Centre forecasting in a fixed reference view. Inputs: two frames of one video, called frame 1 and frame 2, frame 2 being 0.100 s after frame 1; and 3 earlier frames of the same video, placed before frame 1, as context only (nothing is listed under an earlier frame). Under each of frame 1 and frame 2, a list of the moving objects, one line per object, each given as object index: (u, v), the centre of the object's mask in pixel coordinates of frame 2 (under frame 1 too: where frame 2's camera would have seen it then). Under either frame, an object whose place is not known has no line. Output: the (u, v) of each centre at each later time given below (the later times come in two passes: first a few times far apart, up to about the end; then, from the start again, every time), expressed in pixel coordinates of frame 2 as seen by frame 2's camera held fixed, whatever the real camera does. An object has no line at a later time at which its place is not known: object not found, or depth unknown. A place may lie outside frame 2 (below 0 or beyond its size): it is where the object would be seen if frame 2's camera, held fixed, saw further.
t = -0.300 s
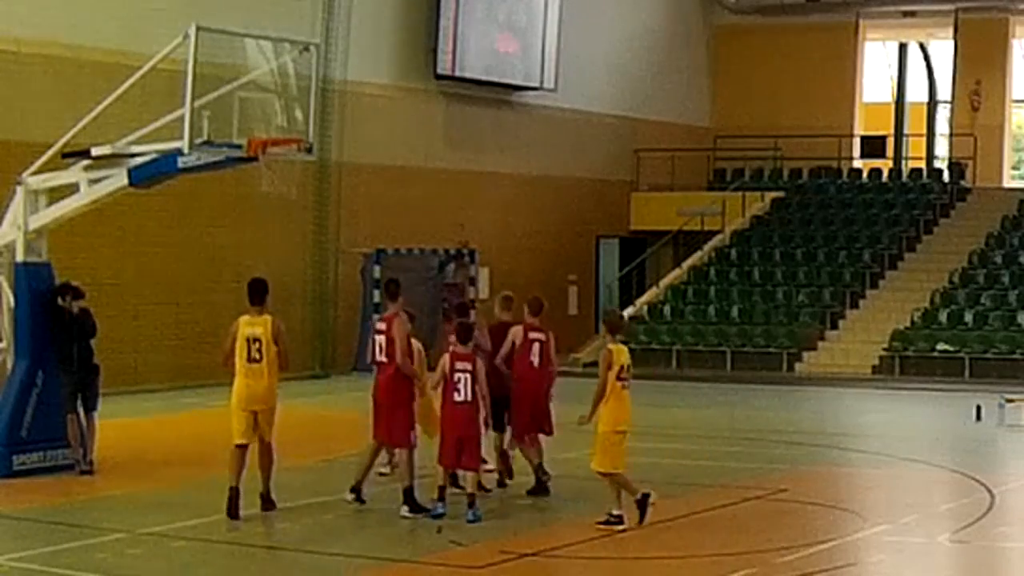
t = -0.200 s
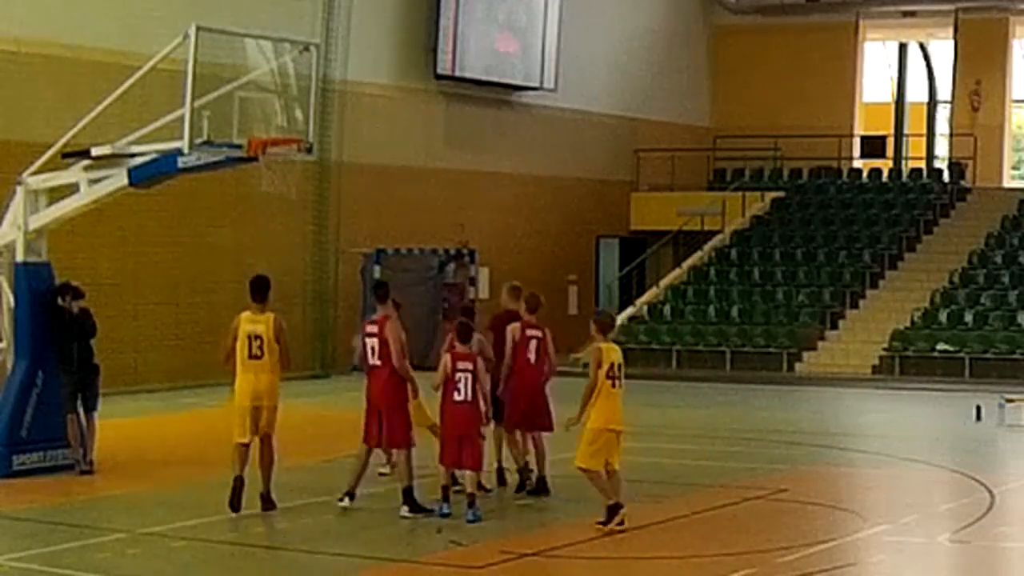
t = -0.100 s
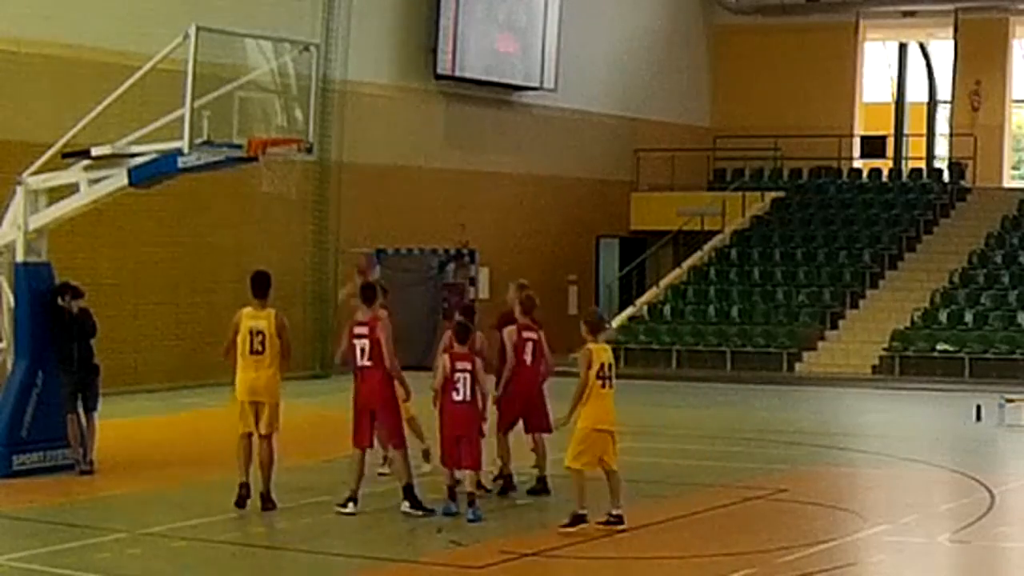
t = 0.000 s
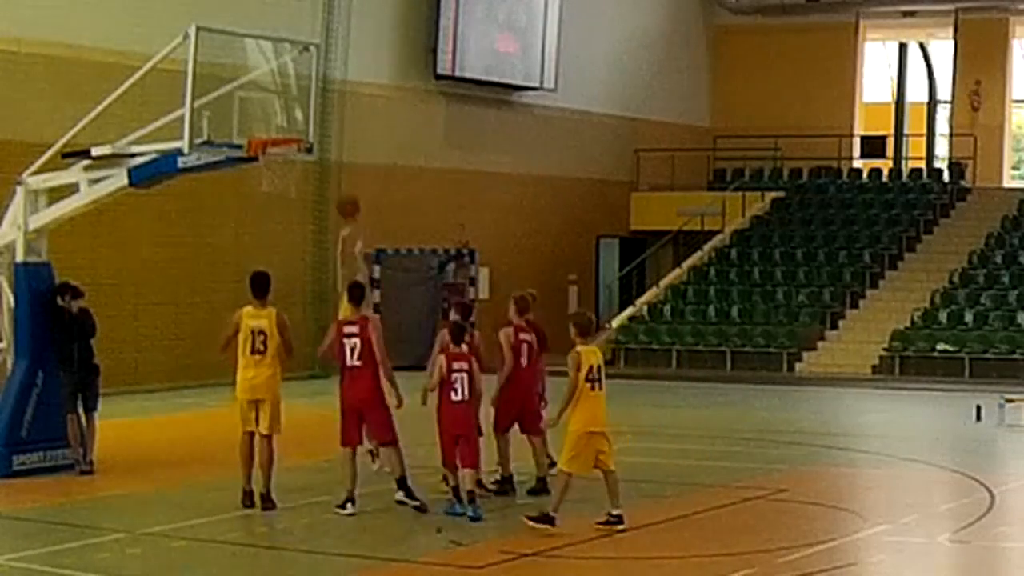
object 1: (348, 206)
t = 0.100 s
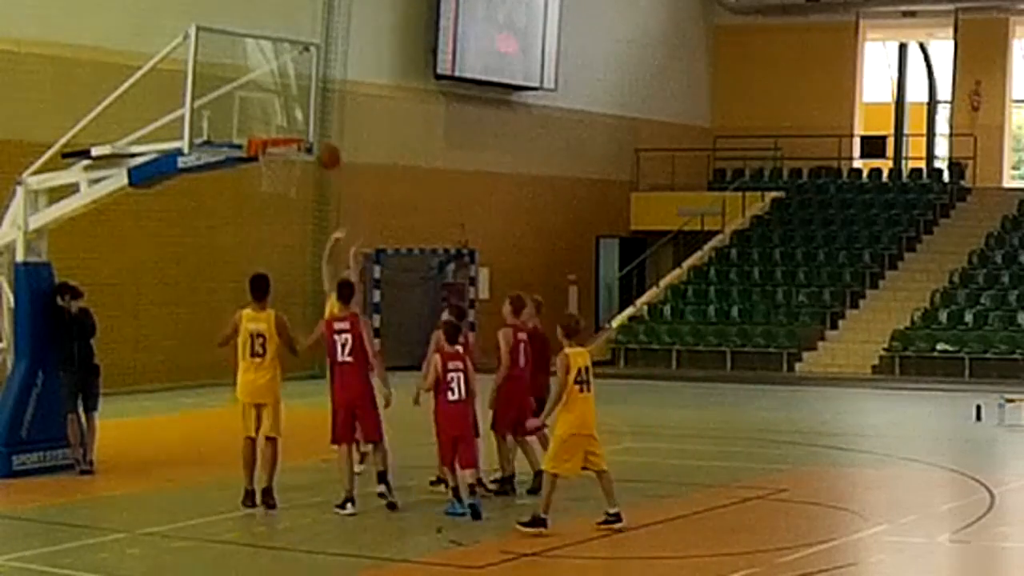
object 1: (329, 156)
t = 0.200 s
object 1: (308, 116)
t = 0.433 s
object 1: (294, 87)
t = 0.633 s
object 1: (283, 115)
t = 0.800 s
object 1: (283, 138)
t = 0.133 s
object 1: (320, 143)
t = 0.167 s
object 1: (315, 128)
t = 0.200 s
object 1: (308, 116)
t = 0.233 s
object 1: (301, 105)
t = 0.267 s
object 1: (299, 99)
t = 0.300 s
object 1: (299, 94)
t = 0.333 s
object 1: (298, 90)
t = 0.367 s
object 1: (296, 88)
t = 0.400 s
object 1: (295, 87)
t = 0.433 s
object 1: (294, 87)
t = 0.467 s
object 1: (292, 88)
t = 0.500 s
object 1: (290, 91)
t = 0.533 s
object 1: (288, 95)
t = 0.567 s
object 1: (286, 100)
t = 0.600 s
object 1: (284, 107)
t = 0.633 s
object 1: (283, 115)
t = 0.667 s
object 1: (281, 124)
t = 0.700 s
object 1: (280, 129)
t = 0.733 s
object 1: (282, 130)
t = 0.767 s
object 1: (284, 135)
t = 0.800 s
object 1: (283, 138)
